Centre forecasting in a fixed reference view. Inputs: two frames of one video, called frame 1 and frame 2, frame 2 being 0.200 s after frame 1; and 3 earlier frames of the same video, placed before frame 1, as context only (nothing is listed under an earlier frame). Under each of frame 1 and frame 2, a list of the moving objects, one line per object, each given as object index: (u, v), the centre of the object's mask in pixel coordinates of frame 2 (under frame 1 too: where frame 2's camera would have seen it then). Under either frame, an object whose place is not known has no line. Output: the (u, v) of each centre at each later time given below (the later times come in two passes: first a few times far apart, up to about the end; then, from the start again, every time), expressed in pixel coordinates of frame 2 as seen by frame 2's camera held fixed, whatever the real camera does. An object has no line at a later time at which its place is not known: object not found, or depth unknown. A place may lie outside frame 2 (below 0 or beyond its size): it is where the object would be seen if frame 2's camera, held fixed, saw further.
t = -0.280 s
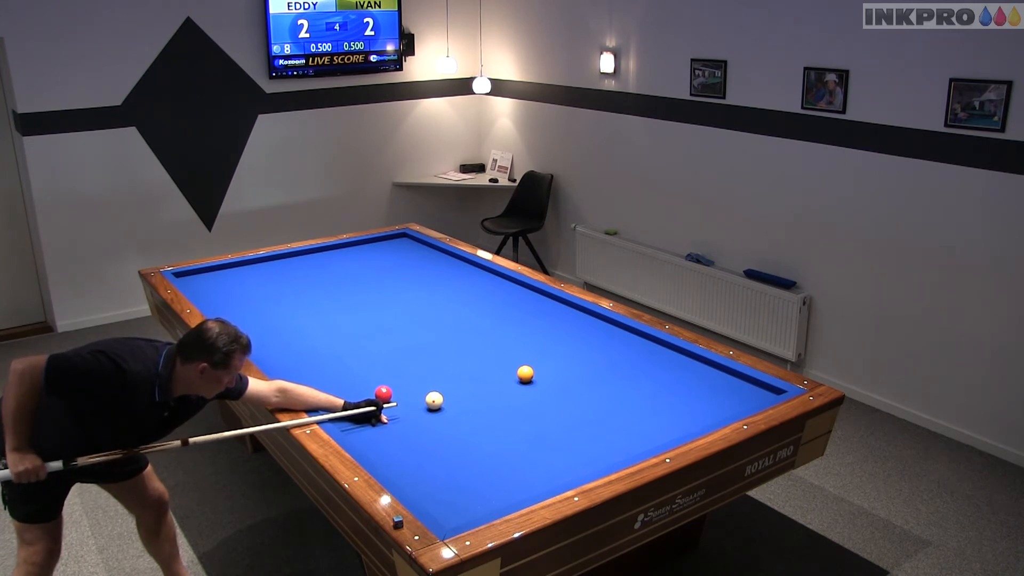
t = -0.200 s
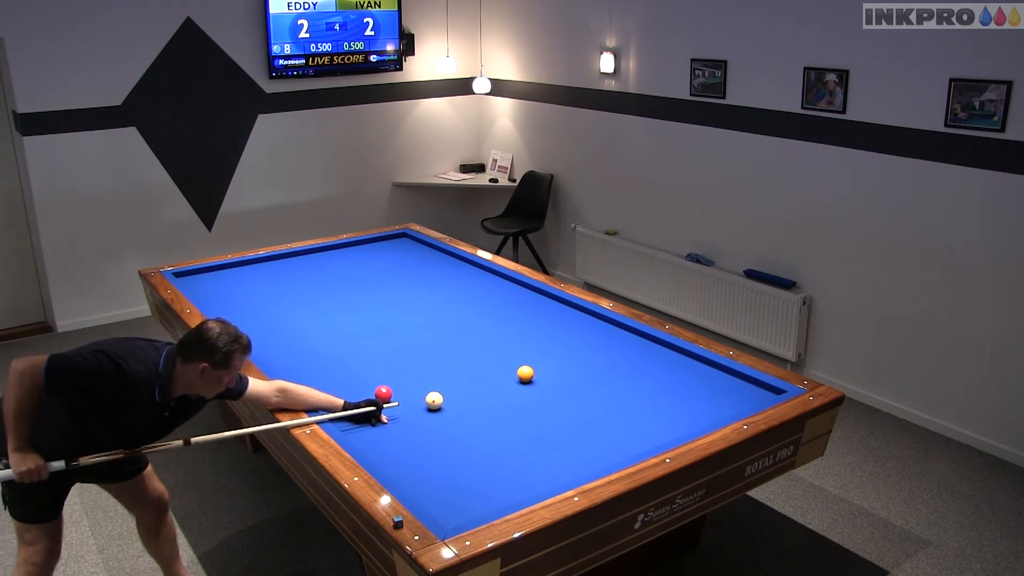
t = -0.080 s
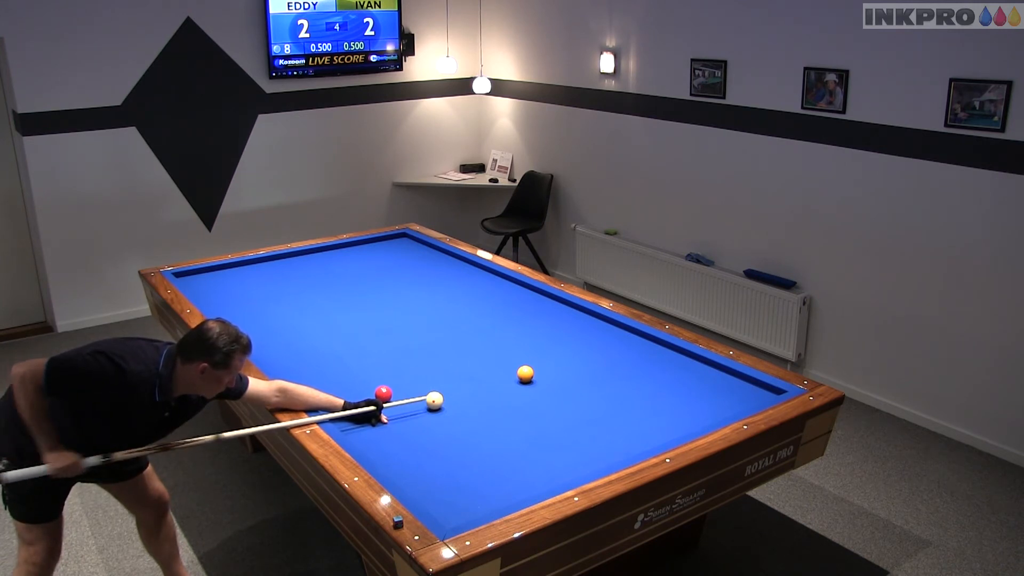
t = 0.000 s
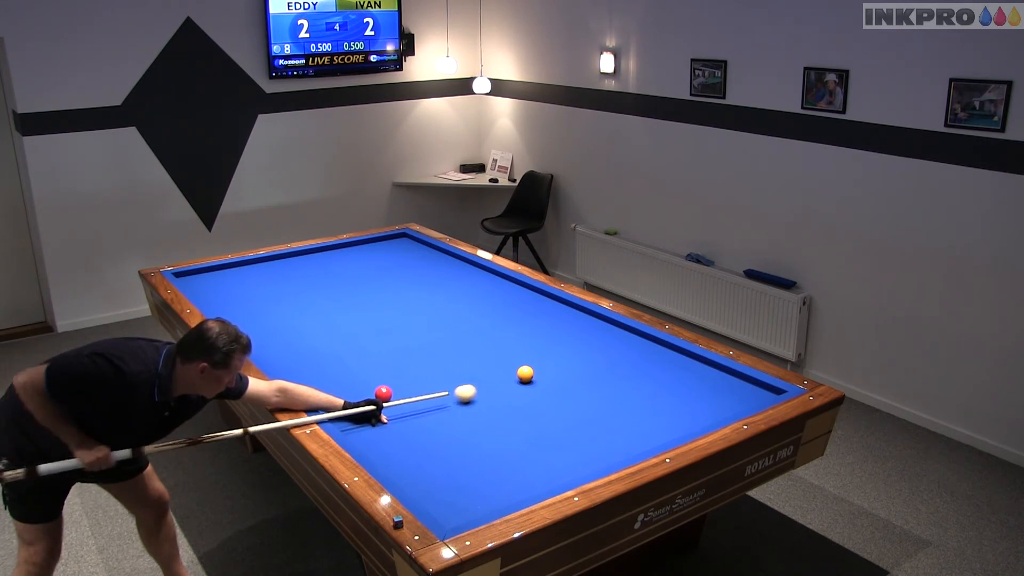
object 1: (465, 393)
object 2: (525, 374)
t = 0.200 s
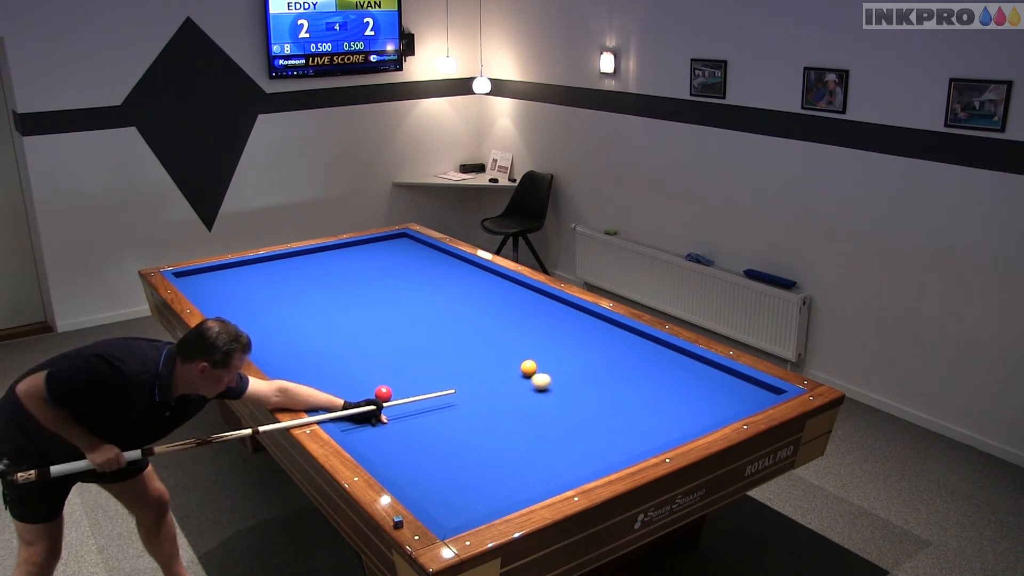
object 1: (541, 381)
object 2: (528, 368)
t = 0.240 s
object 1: (554, 382)
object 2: (531, 365)
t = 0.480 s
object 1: (634, 381)
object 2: (540, 349)
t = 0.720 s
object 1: (712, 379)
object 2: (549, 334)
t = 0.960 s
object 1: (739, 391)
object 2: (556, 322)
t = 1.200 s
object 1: (729, 407)
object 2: (563, 310)
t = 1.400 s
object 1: (697, 410)
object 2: (561, 304)
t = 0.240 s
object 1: (554, 382)
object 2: (531, 365)
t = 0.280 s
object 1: (567, 382)
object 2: (532, 362)
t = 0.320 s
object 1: (581, 382)
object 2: (534, 359)
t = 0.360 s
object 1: (594, 381)
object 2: (536, 356)
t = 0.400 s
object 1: (608, 381)
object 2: (537, 354)
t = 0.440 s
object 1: (621, 381)
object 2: (539, 351)
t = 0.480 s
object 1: (634, 381)
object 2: (540, 349)
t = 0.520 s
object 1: (647, 380)
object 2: (541, 346)
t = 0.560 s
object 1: (661, 380)
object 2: (543, 344)
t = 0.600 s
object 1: (674, 379)
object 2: (544, 341)
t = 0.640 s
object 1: (687, 379)
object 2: (546, 339)
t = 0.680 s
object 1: (699, 379)
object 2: (547, 337)
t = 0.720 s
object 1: (712, 379)
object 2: (549, 334)
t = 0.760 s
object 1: (725, 378)
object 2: (550, 332)
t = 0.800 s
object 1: (738, 378)
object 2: (551, 330)
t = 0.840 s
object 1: (743, 380)
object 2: (552, 328)
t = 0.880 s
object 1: (741, 384)
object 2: (554, 326)
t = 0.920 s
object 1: (740, 388)
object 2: (555, 324)
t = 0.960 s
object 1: (739, 391)
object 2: (556, 322)
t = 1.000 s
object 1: (739, 395)
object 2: (557, 320)
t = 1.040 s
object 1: (739, 399)
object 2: (558, 318)
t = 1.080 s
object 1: (739, 402)
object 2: (559, 316)
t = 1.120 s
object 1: (739, 404)
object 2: (561, 314)
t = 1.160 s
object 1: (736, 406)
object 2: (562, 312)
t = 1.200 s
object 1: (729, 407)
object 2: (563, 310)
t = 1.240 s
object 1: (722, 408)
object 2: (564, 308)
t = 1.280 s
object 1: (716, 409)
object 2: (565, 306)
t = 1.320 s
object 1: (710, 409)
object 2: (566, 305)
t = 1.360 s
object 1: (703, 410)
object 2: (565, 304)
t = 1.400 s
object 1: (697, 410)
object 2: (561, 304)
